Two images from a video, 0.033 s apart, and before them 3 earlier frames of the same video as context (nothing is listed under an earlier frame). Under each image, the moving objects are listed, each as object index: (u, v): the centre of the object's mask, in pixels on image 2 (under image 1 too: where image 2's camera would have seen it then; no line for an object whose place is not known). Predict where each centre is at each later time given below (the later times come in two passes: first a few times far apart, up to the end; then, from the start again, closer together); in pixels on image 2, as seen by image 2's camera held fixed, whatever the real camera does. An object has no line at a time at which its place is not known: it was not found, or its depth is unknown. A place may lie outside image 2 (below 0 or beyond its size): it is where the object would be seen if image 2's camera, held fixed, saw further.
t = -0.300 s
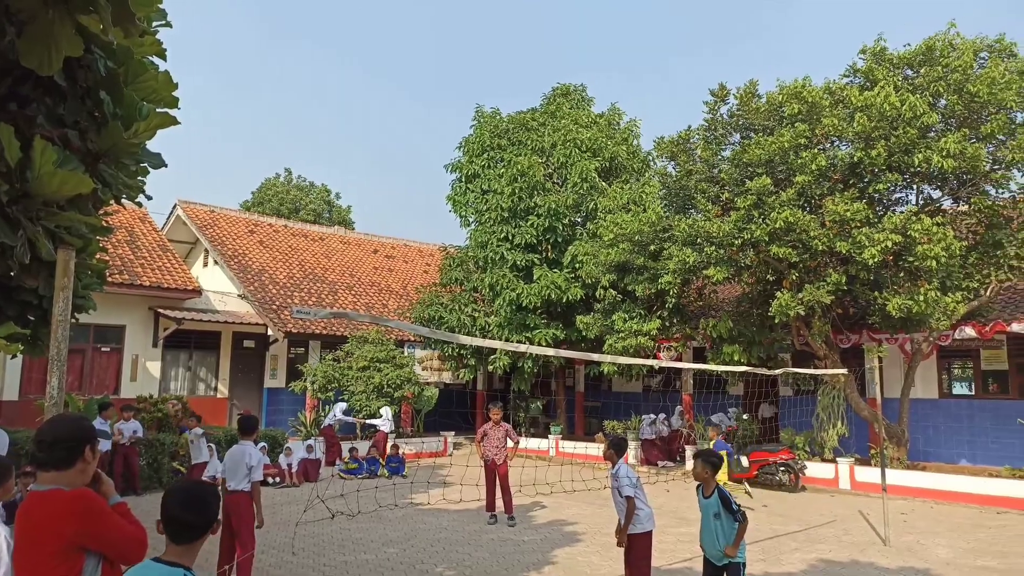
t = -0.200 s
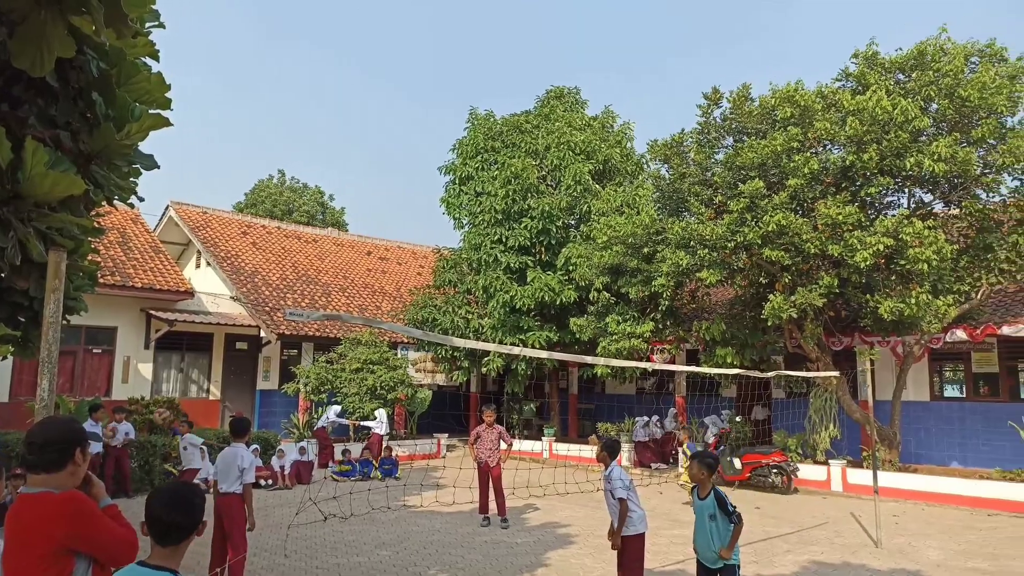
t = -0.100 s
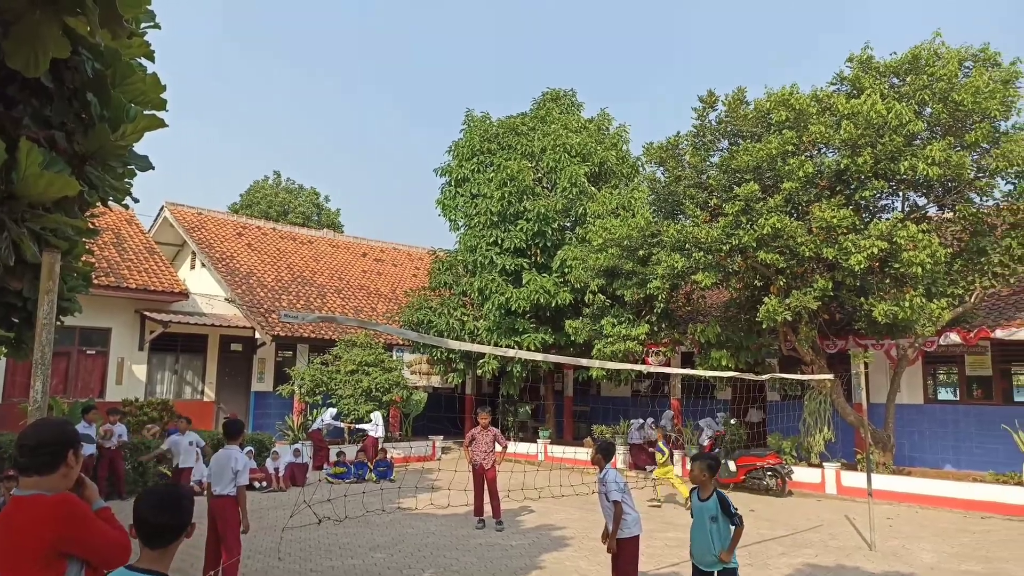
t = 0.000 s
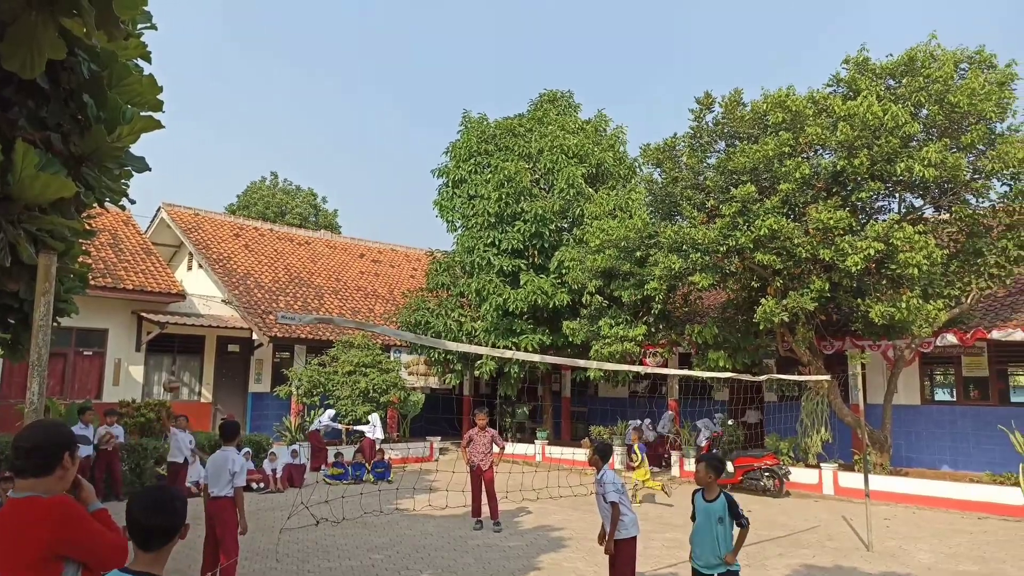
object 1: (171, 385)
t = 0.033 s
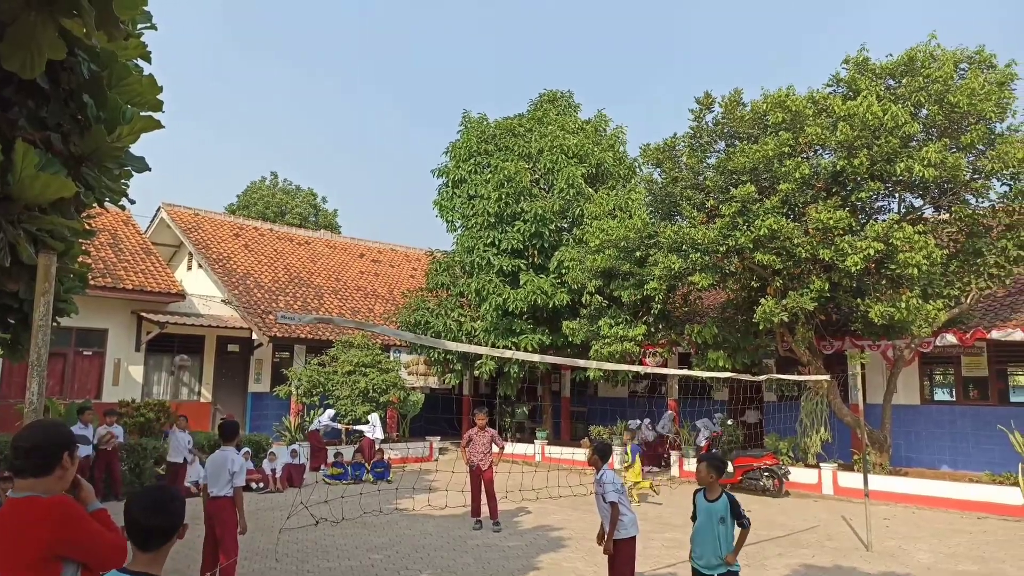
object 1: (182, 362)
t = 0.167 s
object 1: (223, 284)
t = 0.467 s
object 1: (323, 146)
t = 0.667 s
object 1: (391, 87)
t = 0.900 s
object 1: (475, 58)
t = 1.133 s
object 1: (562, 81)
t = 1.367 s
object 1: (662, 161)
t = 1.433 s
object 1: (694, 197)
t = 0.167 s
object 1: (223, 284)
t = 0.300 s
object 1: (269, 215)
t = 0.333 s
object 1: (278, 199)
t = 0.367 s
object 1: (289, 185)
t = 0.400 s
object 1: (300, 171)
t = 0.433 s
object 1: (312, 158)
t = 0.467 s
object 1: (323, 146)
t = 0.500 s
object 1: (334, 134)
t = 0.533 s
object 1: (346, 123)
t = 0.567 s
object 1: (357, 113)
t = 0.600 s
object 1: (368, 104)
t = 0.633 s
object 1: (380, 95)
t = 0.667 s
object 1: (391, 87)
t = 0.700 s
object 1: (403, 80)
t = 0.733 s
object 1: (415, 74)
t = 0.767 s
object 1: (427, 70)
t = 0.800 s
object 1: (439, 65)
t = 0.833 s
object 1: (451, 62)
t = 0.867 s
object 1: (463, 60)
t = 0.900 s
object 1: (475, 58)
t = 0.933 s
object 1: (488, 58)
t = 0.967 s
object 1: (501, 59)
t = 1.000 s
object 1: (513, 61)
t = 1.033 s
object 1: (525, 64)
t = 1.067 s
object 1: (538, 69)
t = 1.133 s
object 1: (562, 81)
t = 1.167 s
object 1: (575, 89)
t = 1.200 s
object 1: (591, 97)
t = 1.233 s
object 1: (605, 107)
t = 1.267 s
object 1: (617, 119)
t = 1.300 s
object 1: (632, 132)
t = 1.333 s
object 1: (647, 145)
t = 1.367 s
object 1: (662, 161)
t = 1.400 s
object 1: (679, 178)
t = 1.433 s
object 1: (694, 197)
